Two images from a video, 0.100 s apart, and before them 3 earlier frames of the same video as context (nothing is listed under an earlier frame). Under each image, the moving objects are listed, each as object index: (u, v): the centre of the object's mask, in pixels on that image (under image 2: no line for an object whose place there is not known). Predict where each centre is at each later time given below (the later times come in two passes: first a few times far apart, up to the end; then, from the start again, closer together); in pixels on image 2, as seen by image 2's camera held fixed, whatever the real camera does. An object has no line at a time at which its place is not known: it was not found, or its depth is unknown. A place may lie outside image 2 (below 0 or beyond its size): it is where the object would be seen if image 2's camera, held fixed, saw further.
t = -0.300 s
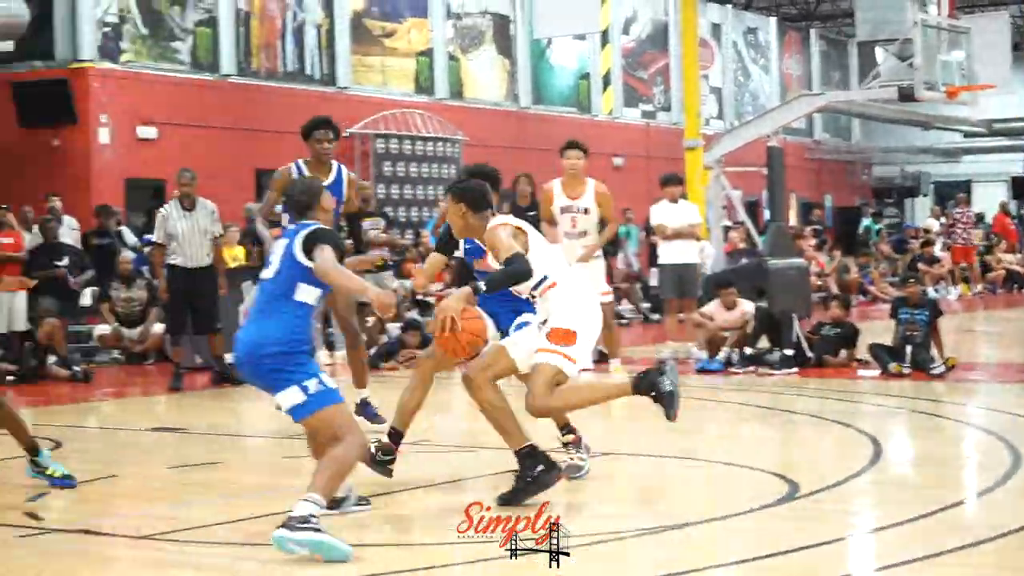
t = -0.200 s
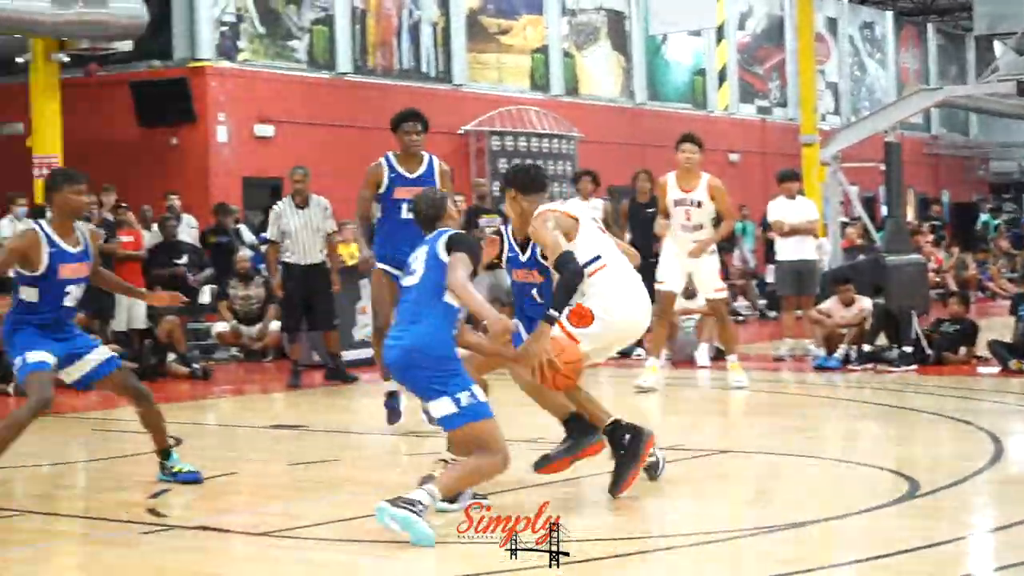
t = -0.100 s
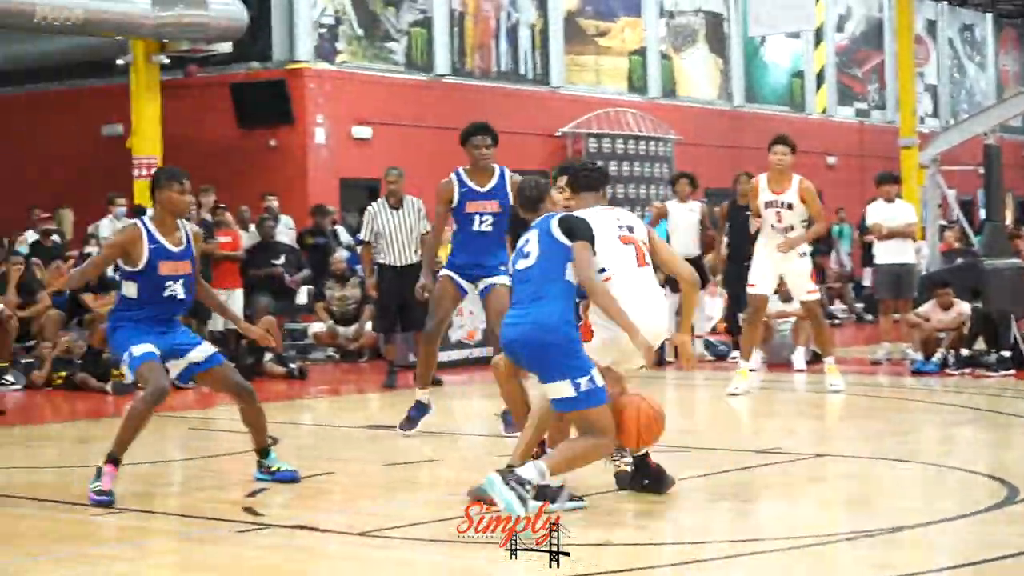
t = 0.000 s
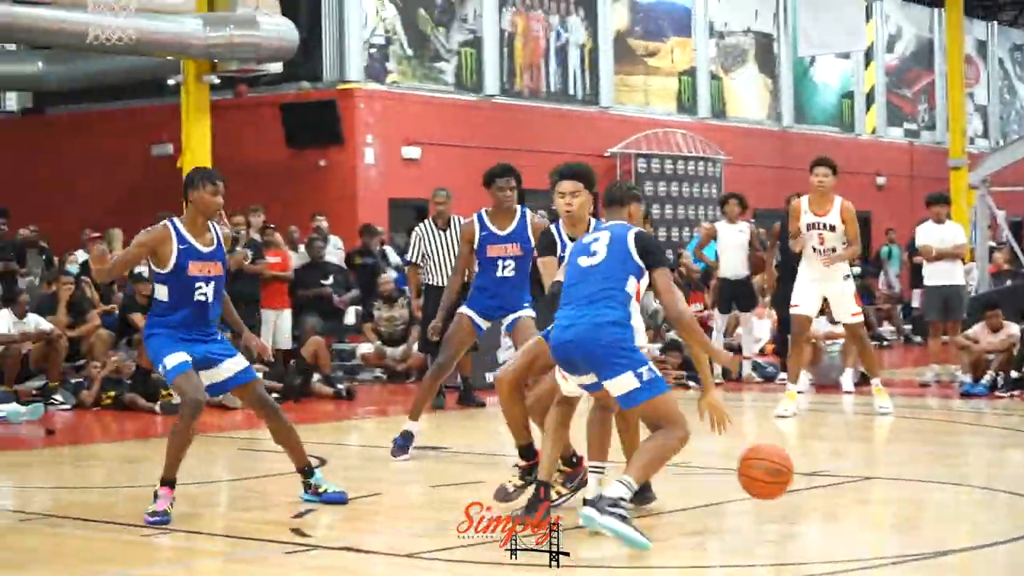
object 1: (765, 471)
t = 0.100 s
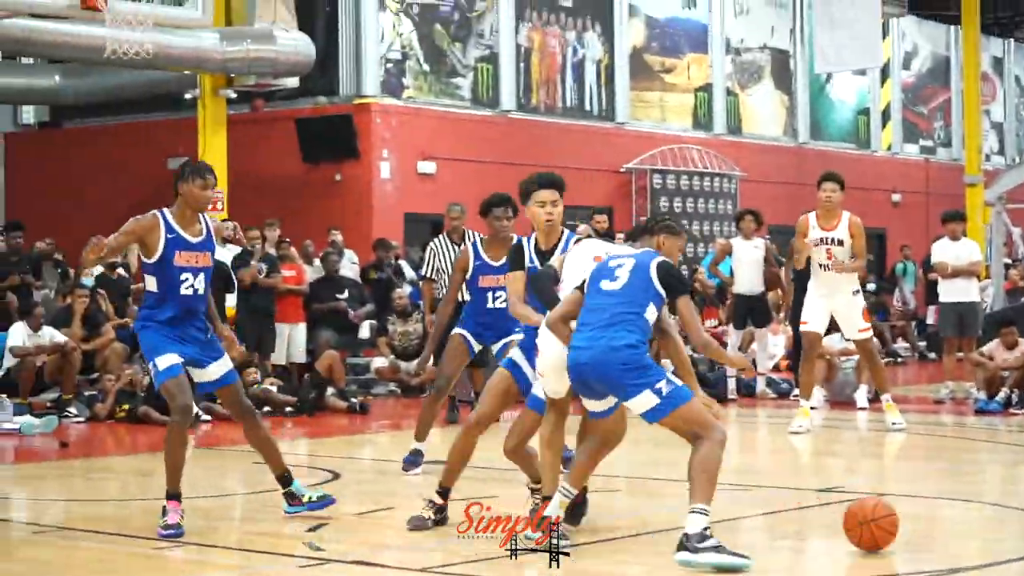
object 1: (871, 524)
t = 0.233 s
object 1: (958, 478)
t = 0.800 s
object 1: (1297, 471)
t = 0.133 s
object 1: (893, 509)
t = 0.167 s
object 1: (916, 496)
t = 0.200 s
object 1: (937, 486)
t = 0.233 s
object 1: (958, 478)
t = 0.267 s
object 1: (978, 472)
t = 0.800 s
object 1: (1297, 471)
